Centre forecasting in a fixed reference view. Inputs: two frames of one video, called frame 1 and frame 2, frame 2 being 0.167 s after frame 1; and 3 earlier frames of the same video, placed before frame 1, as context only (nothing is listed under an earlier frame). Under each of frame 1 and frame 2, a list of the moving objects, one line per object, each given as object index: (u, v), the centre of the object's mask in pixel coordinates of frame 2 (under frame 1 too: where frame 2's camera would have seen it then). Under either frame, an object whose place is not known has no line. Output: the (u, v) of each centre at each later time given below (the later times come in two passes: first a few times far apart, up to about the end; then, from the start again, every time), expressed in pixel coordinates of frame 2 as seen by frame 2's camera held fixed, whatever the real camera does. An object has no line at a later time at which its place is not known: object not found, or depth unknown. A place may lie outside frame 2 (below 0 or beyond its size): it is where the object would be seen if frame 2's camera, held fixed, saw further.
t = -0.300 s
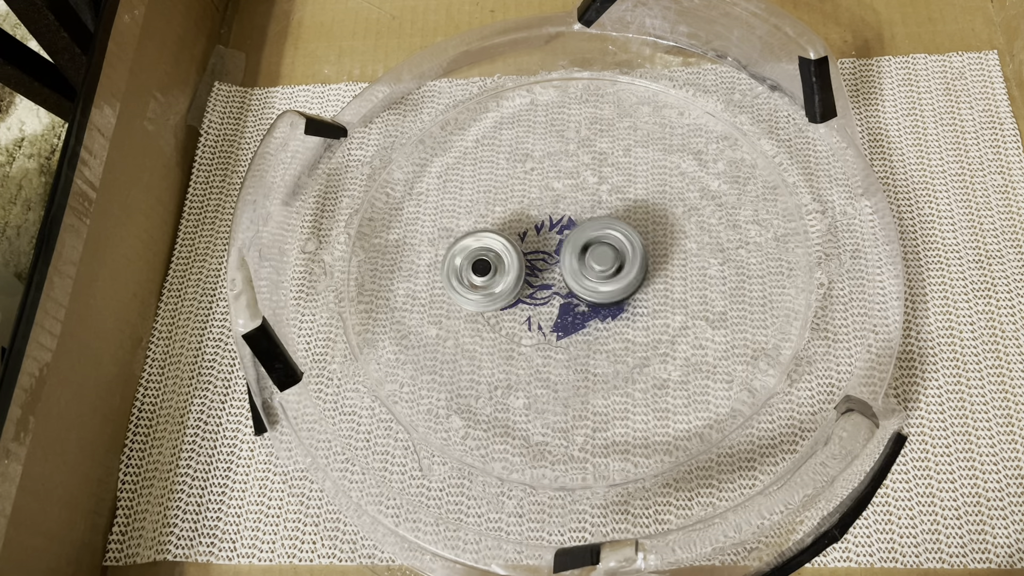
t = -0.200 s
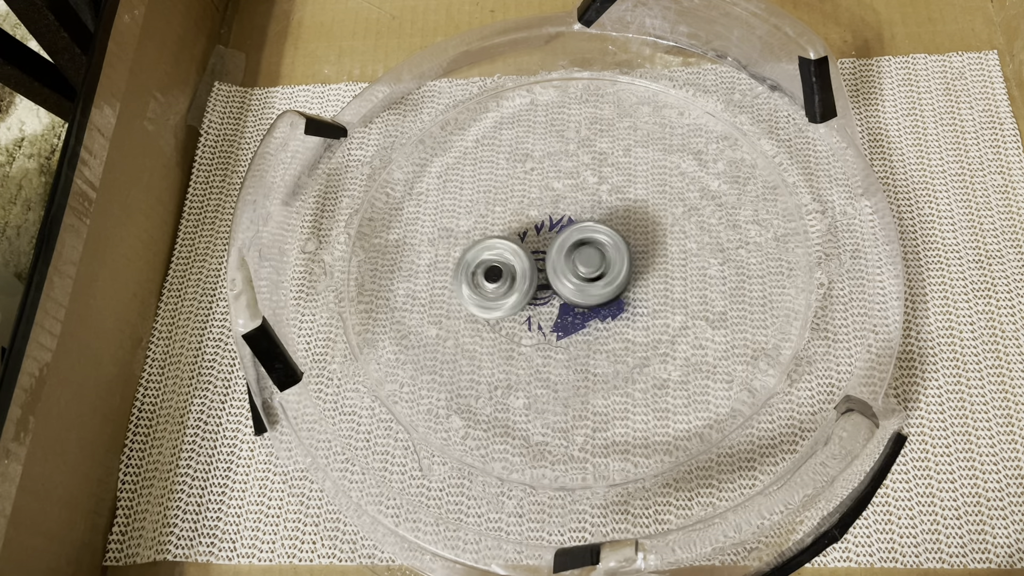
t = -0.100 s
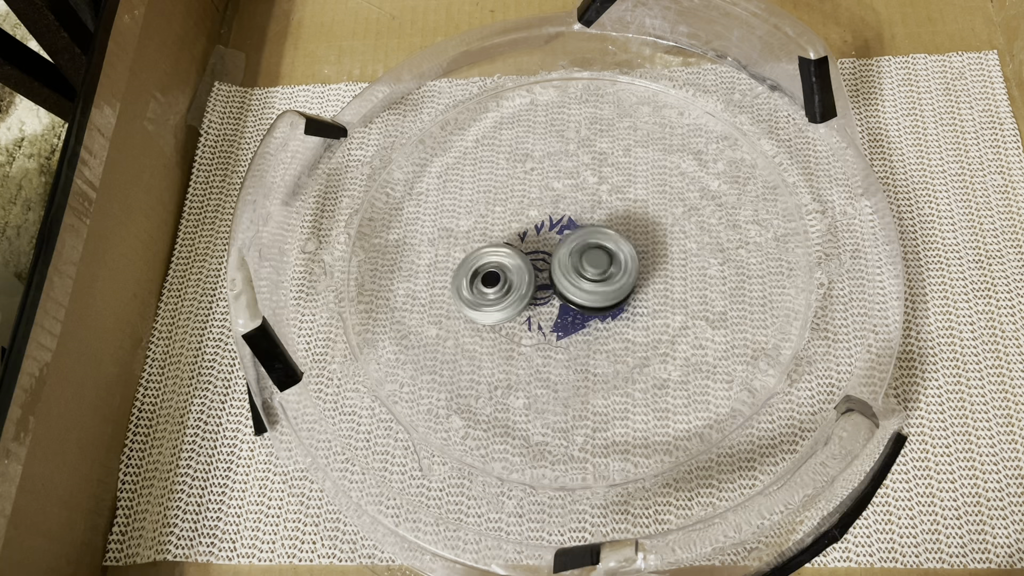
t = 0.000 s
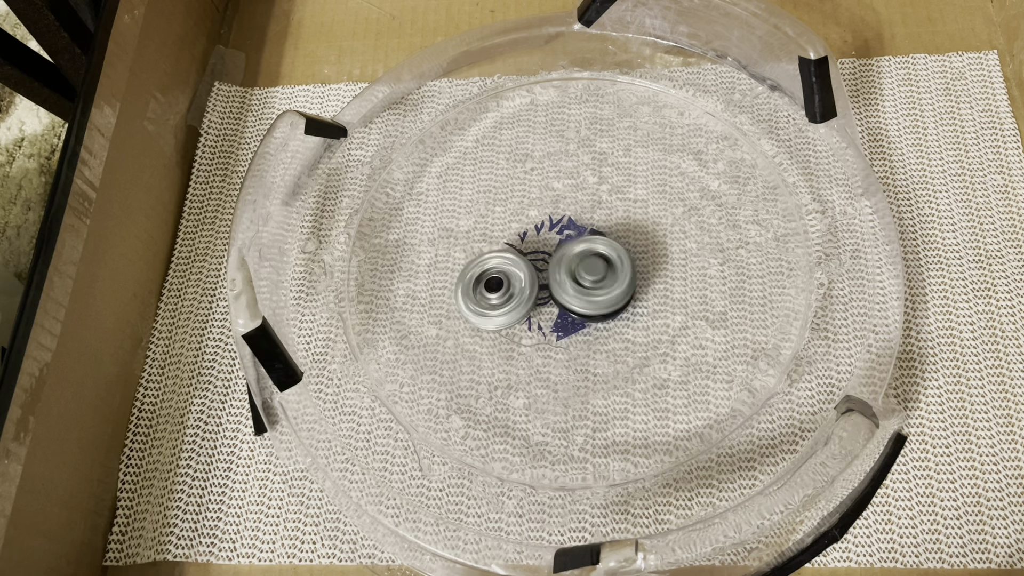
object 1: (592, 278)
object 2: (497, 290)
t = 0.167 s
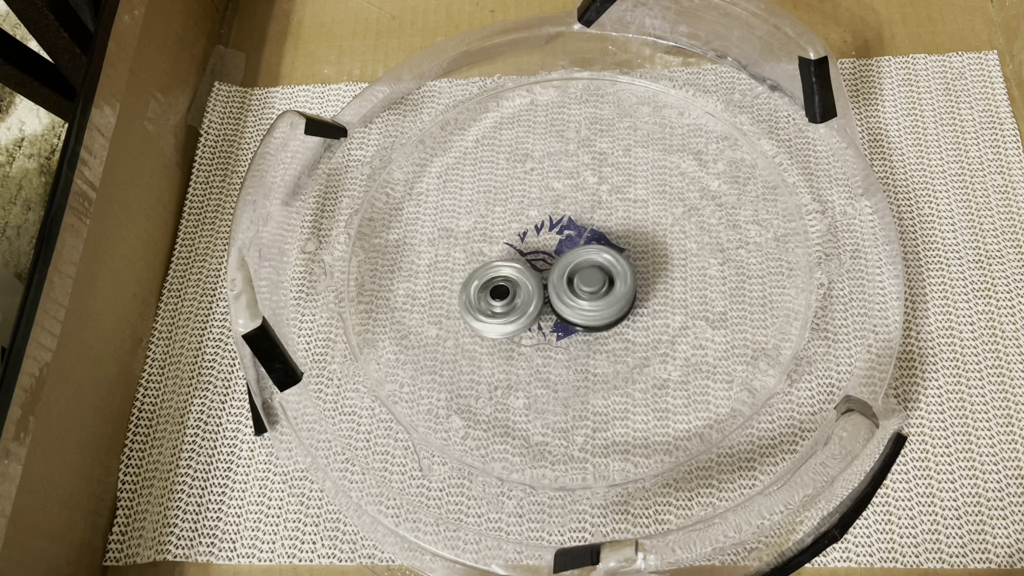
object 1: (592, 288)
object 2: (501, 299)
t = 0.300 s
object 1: (593, 288)
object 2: (500, 305)
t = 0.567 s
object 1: (598, 271)
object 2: (502, 309)
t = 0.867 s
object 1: (588, 247)
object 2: (502, 316)
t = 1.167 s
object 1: (570, 251)
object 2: (520, 321)
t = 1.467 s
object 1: (585, 238)
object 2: (523, 353)
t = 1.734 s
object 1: (585, 247)
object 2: (543, 346)
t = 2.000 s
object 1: (587, 260)
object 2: (559, 345)
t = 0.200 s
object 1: (592, 288)
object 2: (502, 301)
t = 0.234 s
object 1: (591, 289)
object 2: (503, 302)
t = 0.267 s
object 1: (591, 289)
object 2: (503, 304)
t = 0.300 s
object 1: (593, 288)
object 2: (500, 305)
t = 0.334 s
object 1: (597, 286)
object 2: (498, 305)
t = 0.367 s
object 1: (597, 284)
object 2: (499, 306)
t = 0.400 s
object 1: (598, 284)
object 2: (499, 307)
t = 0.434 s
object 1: (599, 282)
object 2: (499, 308)
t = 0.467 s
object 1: (600, 279)
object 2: (499, 308)
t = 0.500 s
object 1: (600, 276)
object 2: (500, 309)
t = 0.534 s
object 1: (599, 275)
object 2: (501, 308)
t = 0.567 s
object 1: (598, 271)
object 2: (502, 309)
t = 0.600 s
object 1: (596, 269)
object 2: (503, 308)
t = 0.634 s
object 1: (594, 266)
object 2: (506, 308)
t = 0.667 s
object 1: (590, 265)
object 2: (508, 307)
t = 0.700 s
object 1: (588, 262)
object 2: (511, 308)
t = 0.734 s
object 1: (588, 259)
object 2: (508, 310)
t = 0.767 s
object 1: (592, 252)
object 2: (499, 314)
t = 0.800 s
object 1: (591, 250)
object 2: (498, 314)
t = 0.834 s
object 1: (590, 249)
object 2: (500, 315)
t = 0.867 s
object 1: (588, 247)
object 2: (502, 316)
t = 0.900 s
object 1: (587, 247)
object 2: (503, 317)
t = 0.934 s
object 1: (586, 245)
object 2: (504, 318)
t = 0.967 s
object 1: (583, 245)
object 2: (507, 318)
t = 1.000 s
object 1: (581, 245)
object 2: (508, 319)
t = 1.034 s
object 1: (578, 245)
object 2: (511, 319)
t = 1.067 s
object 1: (576, 246)
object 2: (513, 320)
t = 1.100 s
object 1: (573, 247)
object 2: (516, 320)
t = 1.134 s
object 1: (571, 249)
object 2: (518, 321)
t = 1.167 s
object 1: (570, 251)
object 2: (520, 321)
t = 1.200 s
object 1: (569, 250)
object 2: (521, 324)
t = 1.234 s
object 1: (574, 245)
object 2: (513, 337)
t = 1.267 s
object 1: (575, 242)
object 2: (510, 345)
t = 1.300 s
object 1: (577, 242)
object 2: (511, 348)
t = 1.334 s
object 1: (580, 240)
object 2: (513, 350)
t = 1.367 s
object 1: (582, 240)
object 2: (517, 350)
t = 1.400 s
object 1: (583, 238)
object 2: (519, 352)
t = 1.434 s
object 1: (583, 239)
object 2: (520, 352)
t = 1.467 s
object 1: (585, 238)
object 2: (523, 353)
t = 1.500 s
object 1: (585, 238)
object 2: (525, 353)
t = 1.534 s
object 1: (586, 239)
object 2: (527, 353)
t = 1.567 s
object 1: (586, 239)
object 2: (529, 353)
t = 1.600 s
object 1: (586, 240)
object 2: (532, 352)
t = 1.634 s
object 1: (586, 241)
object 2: (535, 351)
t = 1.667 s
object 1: (585, 242)
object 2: (537, 349)
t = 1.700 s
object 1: (585, 244)
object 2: (540, 347)
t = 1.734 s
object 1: (585, 247)
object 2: (543, 346)
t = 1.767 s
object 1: (584, 248)
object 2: (546, 345)
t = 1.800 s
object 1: (585, 250)
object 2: (548, 344)
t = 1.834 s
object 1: (584, 253)
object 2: (550, 343)
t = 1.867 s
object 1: (585, 255)
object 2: (552, 342)
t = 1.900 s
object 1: (585, 257)
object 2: (554, 341)
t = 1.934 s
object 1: (585, 259)
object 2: (556, 340)
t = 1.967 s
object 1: (585, 260)
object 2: (558, 339)
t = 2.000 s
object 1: (587, 260)
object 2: (559, 345)
